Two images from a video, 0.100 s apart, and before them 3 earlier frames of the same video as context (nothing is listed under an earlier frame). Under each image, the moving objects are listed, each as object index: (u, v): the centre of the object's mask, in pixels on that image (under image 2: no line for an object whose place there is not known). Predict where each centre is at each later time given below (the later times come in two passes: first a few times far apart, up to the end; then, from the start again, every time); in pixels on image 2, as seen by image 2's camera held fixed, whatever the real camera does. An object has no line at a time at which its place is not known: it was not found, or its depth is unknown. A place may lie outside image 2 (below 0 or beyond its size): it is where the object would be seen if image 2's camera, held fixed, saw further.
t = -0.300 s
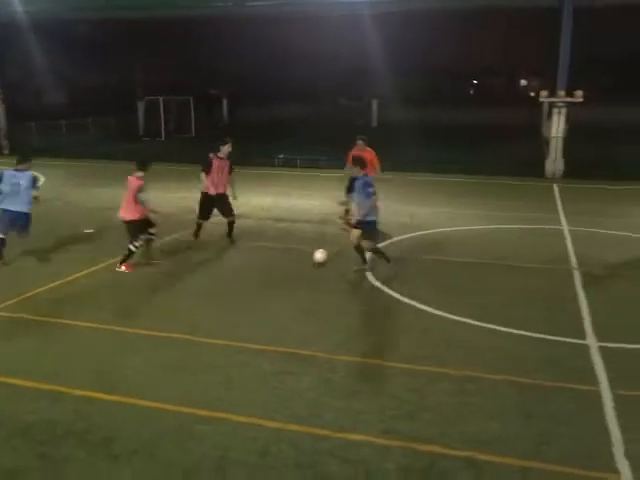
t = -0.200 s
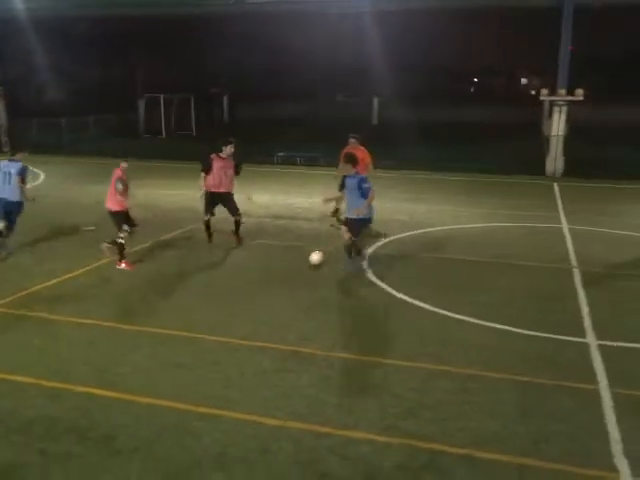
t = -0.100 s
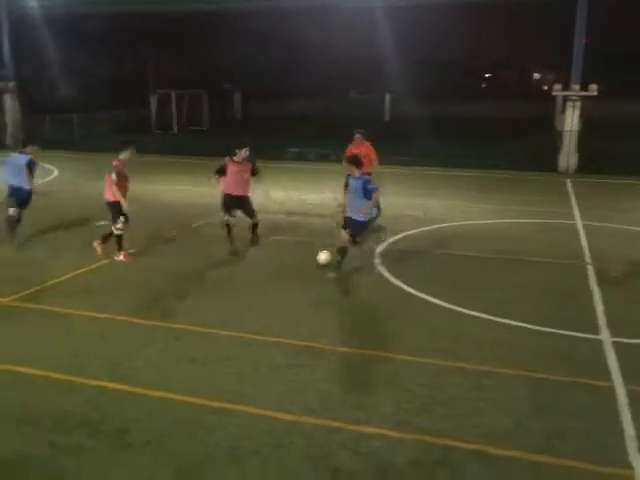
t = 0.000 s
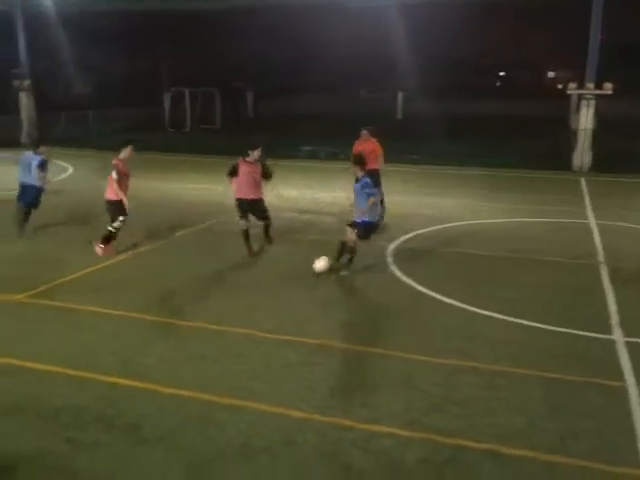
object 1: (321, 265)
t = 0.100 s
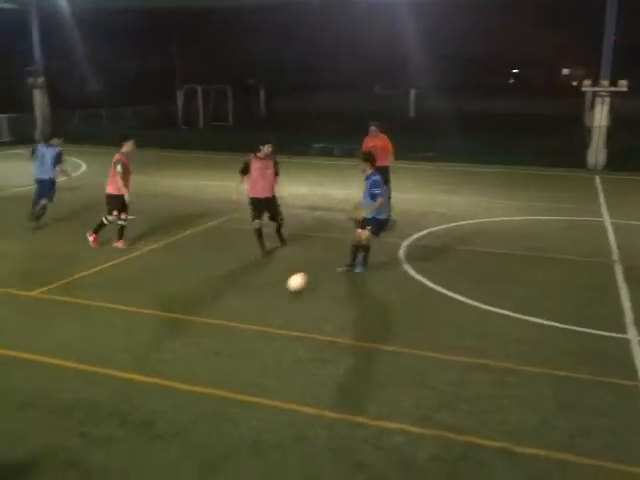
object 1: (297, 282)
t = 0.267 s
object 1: (222, 325)
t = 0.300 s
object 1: (205, 335)
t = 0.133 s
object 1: (283, 290)
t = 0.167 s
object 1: (269, 299)
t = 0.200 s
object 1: (254, 307)
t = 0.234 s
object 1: (239, 314)
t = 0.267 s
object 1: (222, 325)
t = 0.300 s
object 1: (205, 335)
